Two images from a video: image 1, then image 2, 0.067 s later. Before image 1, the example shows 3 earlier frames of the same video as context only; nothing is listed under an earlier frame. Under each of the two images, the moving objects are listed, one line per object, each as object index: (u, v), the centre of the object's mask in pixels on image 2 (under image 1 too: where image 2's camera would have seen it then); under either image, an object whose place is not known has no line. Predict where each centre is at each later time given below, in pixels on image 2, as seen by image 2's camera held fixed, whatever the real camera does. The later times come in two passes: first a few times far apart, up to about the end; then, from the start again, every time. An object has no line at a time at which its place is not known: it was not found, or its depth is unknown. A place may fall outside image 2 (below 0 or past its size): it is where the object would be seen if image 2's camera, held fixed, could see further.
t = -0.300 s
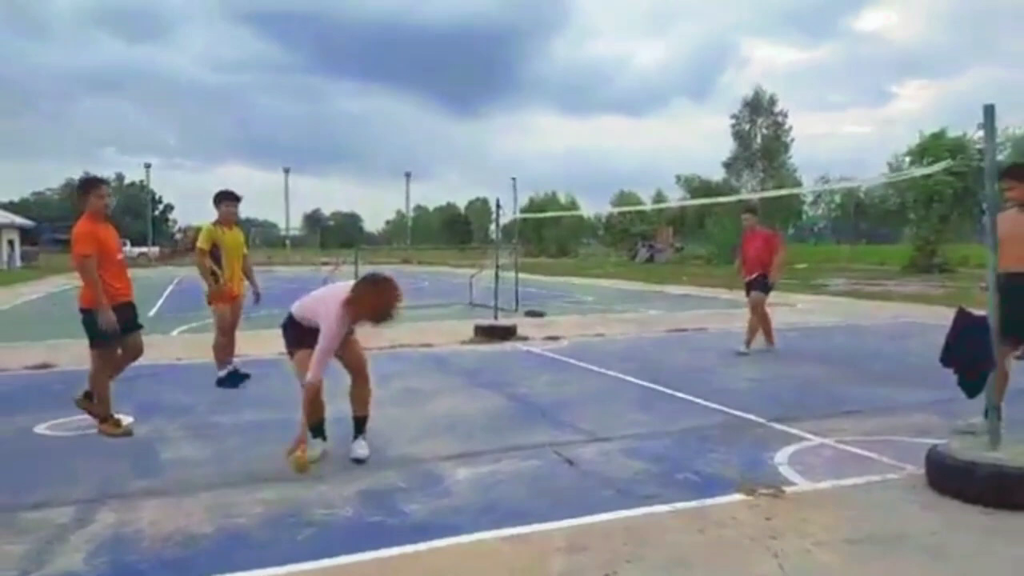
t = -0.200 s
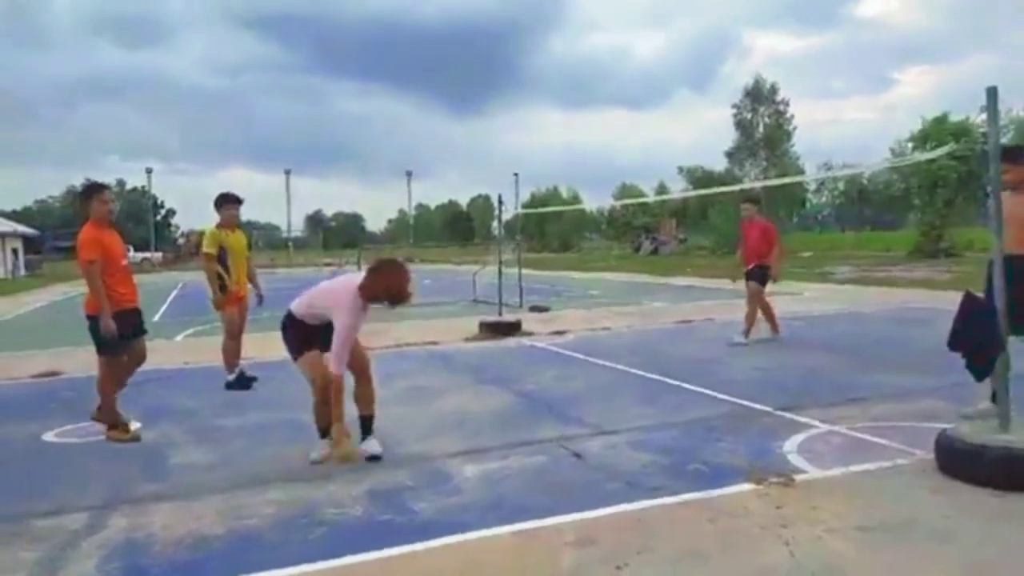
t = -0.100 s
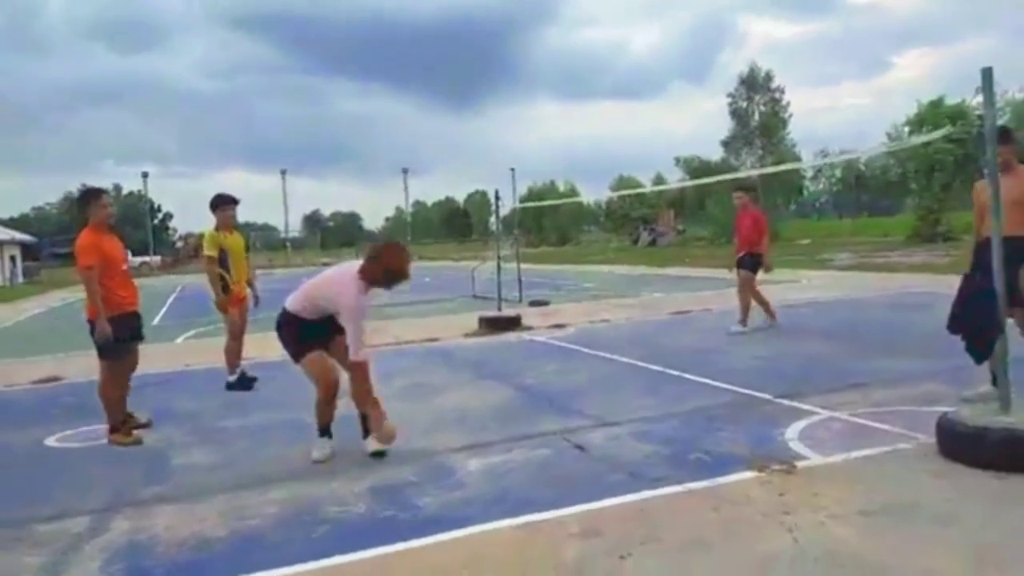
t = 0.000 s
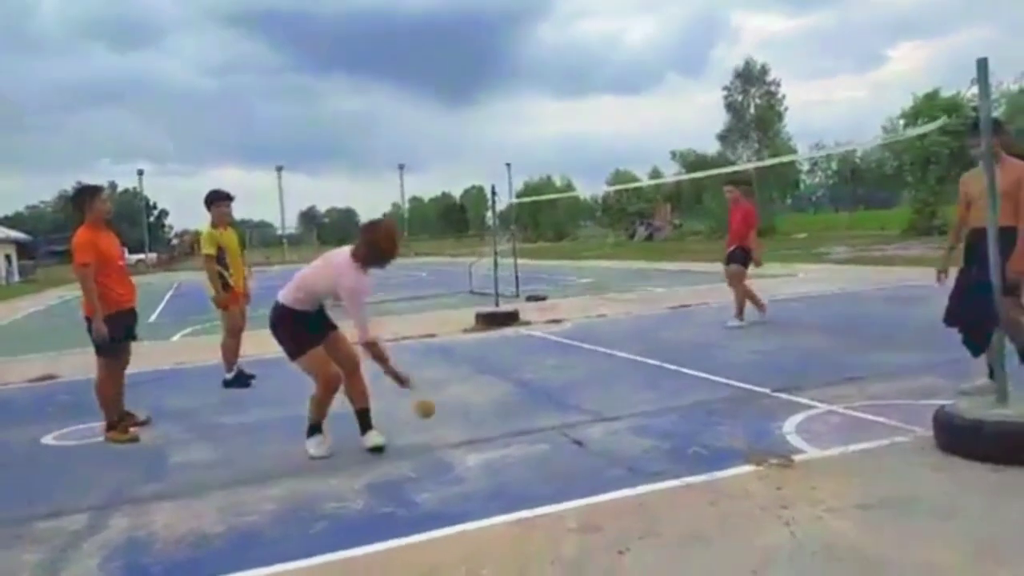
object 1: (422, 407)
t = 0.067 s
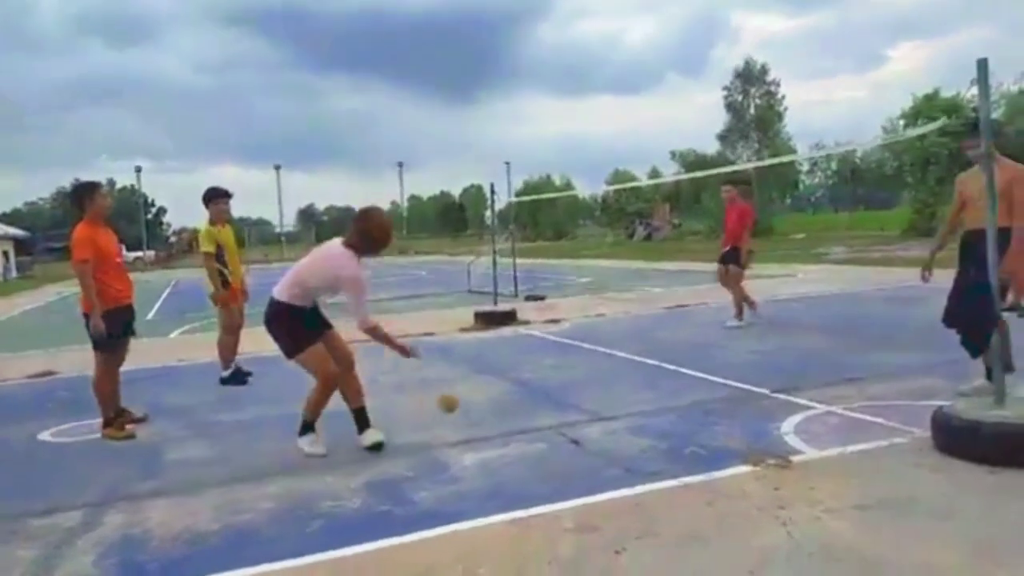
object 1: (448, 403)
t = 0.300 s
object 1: (511, 379)
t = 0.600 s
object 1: (561, 367)
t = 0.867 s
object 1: (591, 352)
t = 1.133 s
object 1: (613, 343)
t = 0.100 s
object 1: (460, 404)
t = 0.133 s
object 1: (472, 407)
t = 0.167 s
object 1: (481, 398)
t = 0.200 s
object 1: (488, 392)
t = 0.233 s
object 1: (497, 386)
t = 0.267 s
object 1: (504, 382)
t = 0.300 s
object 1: (511, 379)
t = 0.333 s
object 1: (519, 378)
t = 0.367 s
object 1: (526, 379)
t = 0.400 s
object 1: (532, 380)
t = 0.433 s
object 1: (538, 372)
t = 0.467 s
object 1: (542, 369)
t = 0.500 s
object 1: (547, 367)
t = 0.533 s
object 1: (552, 366)
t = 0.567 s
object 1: (557, 367)
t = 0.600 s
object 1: (561, 367)
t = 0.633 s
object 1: (565, 363)
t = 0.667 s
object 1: (570, 360)
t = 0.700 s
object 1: (573, 360)
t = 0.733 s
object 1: (578, 358)
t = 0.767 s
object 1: (581, 357)
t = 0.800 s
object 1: (584, 356)
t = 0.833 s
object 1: (587, 355)
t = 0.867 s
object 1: (591, 352)
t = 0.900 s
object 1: (594, 352)
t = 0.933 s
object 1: (598, 351)
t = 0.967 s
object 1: (602, 348)
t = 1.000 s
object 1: (604, 347)
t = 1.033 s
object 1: (605, 347)
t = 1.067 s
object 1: (608, 343)
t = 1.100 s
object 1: (613, 342)
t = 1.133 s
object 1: (613, 343)
